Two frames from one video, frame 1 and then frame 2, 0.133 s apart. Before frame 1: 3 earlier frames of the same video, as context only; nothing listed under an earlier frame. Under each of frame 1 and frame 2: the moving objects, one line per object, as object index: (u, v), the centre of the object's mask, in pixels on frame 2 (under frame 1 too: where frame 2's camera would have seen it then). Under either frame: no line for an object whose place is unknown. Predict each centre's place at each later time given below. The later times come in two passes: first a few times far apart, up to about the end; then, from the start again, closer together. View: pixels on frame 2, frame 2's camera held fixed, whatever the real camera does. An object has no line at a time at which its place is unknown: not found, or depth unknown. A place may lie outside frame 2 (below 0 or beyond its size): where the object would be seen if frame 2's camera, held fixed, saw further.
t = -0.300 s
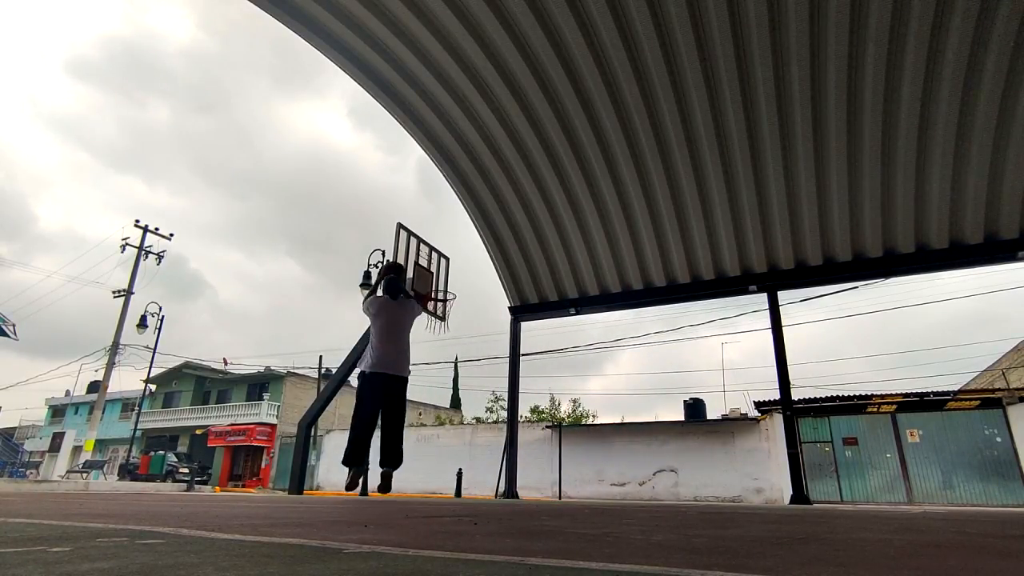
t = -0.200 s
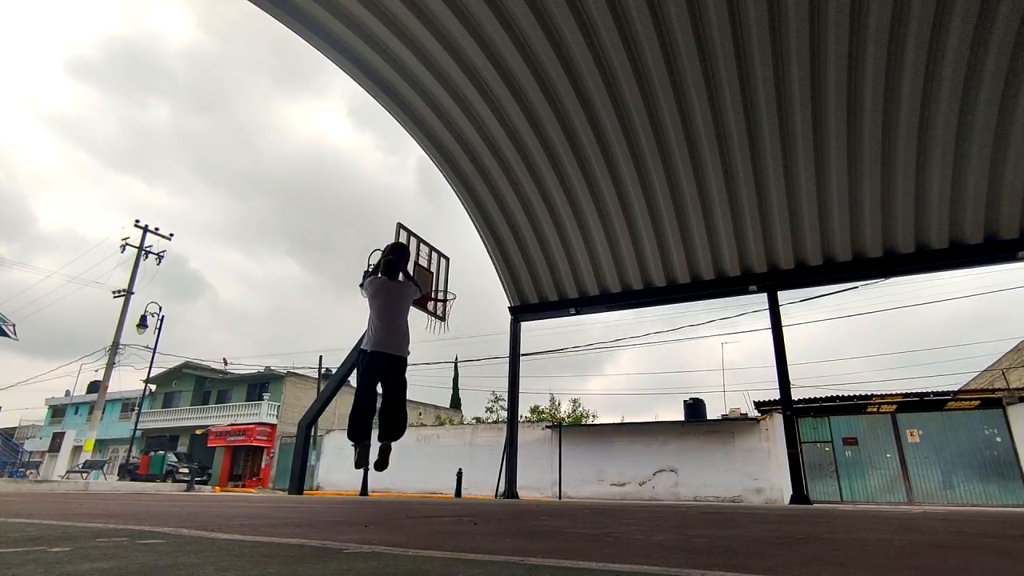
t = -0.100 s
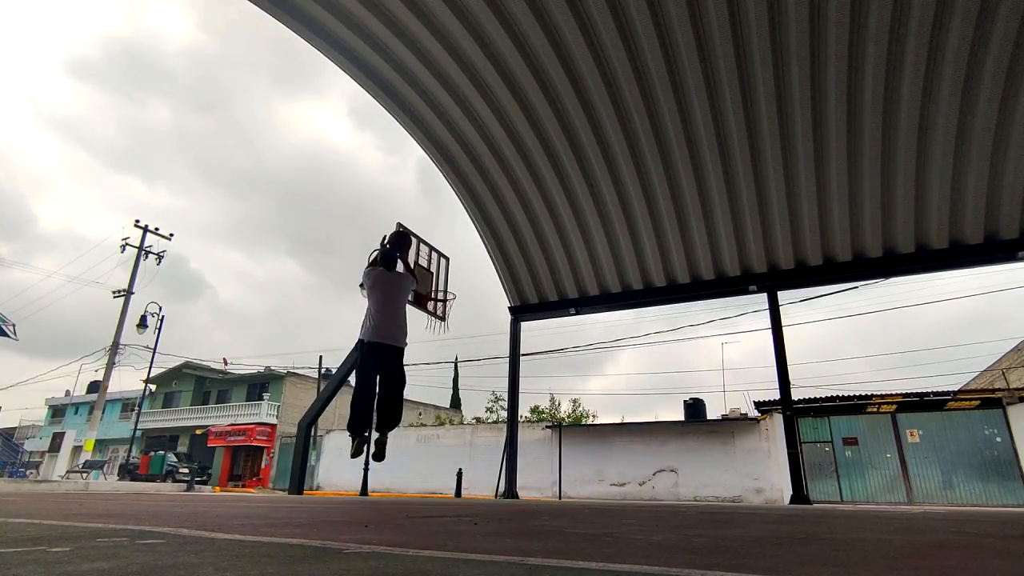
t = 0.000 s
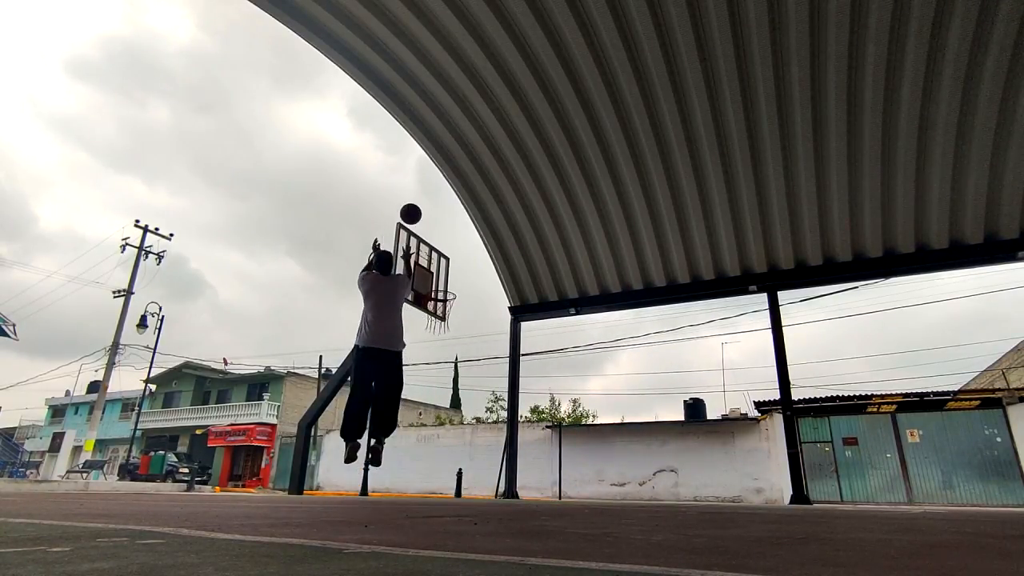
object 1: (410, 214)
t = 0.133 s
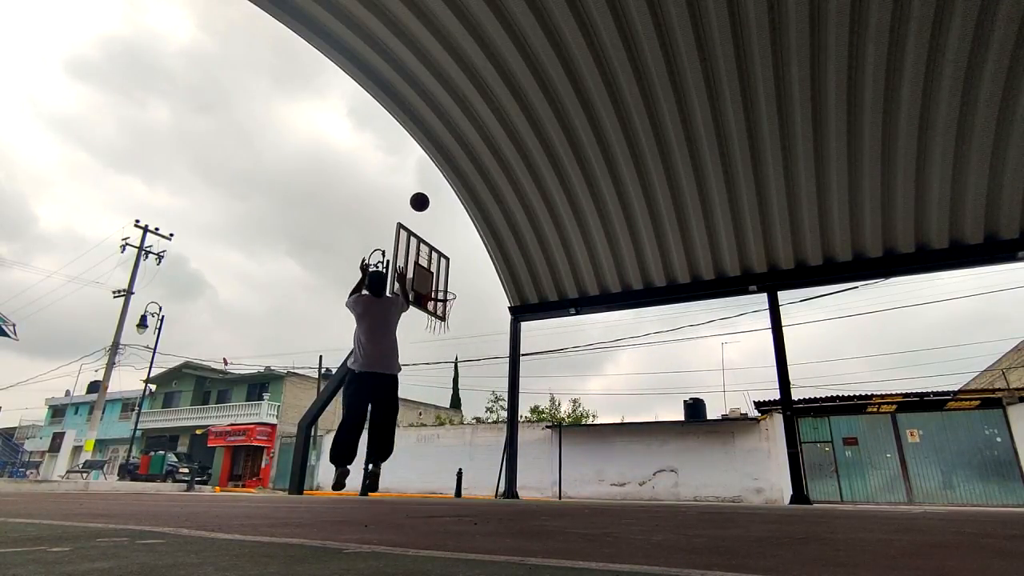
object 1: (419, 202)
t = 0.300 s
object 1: (427, 205)
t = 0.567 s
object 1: (434, 242)
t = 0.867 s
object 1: (438, 315)
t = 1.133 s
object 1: (445, 344)
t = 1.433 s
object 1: (451, 431)
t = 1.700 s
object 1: (458, 445)
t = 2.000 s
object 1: (467, 388)
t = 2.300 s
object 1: (473, 389)
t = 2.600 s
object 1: (477, 454)
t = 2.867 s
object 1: (484, 447)
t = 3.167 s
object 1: (493, 419)
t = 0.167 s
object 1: (421, 201)
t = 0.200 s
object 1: (423, 201)
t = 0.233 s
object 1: (424, 202)
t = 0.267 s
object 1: (426, 203)
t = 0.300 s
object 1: (427, 205)
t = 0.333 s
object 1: (428, 208)
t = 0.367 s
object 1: (429, 211)
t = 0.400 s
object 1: (430, 215)
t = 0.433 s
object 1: (431, 219)
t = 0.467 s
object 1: (432, 224)
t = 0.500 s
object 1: (433, 230)
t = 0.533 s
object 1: (433, 235)
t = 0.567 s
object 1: (434, 242)
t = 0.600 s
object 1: (434, 249)
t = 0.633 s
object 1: (435, 256)
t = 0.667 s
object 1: (436, 264)
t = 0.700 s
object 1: (436, 272)
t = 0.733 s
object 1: (436, 281)
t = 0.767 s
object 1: (437, 290)
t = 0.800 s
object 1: (436, 299)
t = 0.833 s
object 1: (437, 308)
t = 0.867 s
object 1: (438, 315)
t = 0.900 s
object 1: (439, 316)
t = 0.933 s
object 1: (440, 318)
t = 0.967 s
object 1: (441, 321)
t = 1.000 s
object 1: (442, 325)
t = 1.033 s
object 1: (442, 328)
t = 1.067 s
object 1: (443, 333)
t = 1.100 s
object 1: (444, 338)
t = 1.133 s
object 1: (445, 344)
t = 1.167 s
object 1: (446, 351)
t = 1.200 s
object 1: (447, 358)
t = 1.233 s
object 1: (447, 366)
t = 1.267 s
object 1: (447, 375)
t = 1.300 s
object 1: (448, 384)
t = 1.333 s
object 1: (448, 395)
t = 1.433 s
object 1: (451, 431)
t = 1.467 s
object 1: (451, 446)
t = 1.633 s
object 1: (455, 467)
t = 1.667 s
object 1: (456, 455)
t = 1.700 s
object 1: (458, 445)
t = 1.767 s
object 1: (460, 428)
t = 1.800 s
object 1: (461, 420)
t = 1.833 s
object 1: (462, 413)
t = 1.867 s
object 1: (464, 407)
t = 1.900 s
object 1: (465, 401)
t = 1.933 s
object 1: (465, 396)
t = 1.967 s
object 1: (466, 392)
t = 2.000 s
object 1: (467, 388)
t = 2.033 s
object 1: (468, 386)
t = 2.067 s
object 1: (468, 383)
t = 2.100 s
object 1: (469, 382)
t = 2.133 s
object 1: (470, 381)
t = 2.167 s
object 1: (471, 381)
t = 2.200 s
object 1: (471, 382)
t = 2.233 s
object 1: (472, 383)
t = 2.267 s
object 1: (472, 386)
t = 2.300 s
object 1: (473, 389)
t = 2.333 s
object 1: (474, 392)
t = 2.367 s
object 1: (474, 397)
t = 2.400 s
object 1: (474, 403)
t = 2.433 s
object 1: (475, 409)
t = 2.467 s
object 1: (476, 416)
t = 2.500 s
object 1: (476, 424)
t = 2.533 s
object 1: (476, 433)
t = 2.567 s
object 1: (476, 443)
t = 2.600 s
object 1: (477, 454)
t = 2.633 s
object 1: (477, 466)
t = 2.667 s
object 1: (477, 479)
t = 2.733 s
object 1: (479, 481)
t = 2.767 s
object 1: (480, 471)
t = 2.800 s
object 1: (482, 462)
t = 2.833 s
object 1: (483, 454)
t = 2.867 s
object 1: (484, 447)
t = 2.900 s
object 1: (485, 440)
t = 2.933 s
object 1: (486, 435)
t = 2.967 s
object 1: (487, 430)
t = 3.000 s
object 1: (489, 426)
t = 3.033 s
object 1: (489, 423)
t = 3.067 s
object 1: (490, 420)
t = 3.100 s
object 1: (491, 419)
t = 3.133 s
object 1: (492, 418)
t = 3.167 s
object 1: (493, 419)
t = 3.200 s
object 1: (494, 420)
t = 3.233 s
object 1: (495, 422)
